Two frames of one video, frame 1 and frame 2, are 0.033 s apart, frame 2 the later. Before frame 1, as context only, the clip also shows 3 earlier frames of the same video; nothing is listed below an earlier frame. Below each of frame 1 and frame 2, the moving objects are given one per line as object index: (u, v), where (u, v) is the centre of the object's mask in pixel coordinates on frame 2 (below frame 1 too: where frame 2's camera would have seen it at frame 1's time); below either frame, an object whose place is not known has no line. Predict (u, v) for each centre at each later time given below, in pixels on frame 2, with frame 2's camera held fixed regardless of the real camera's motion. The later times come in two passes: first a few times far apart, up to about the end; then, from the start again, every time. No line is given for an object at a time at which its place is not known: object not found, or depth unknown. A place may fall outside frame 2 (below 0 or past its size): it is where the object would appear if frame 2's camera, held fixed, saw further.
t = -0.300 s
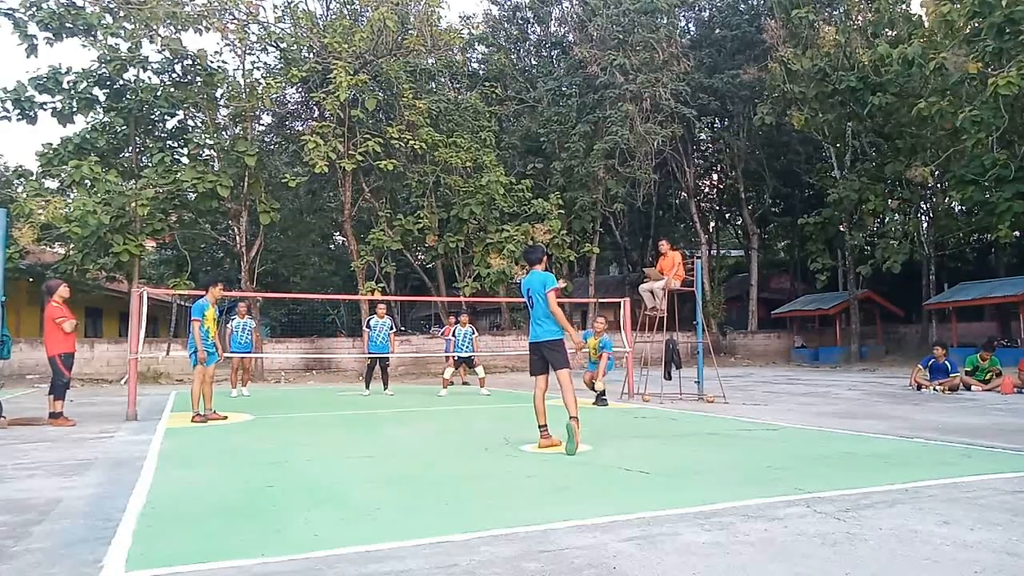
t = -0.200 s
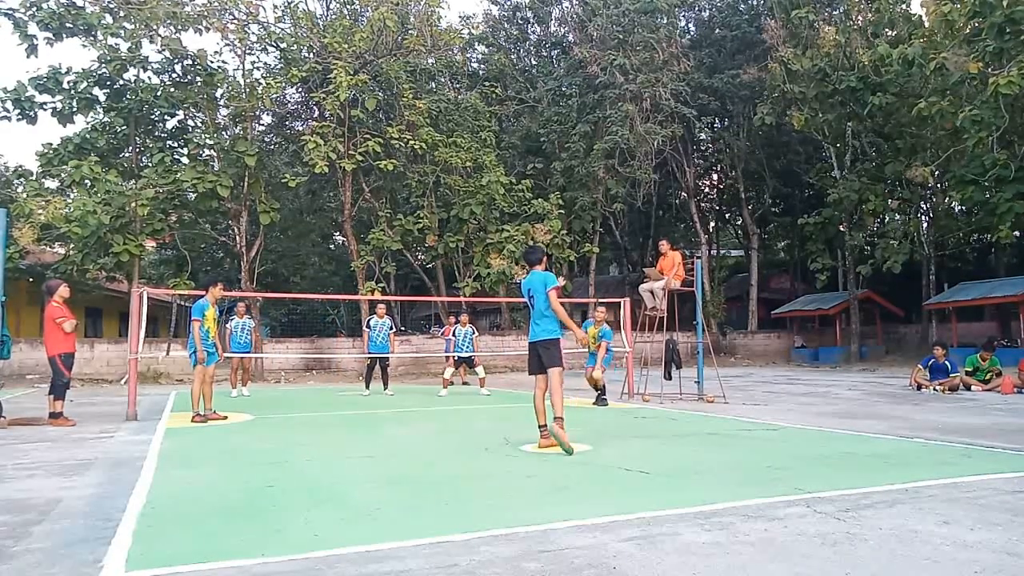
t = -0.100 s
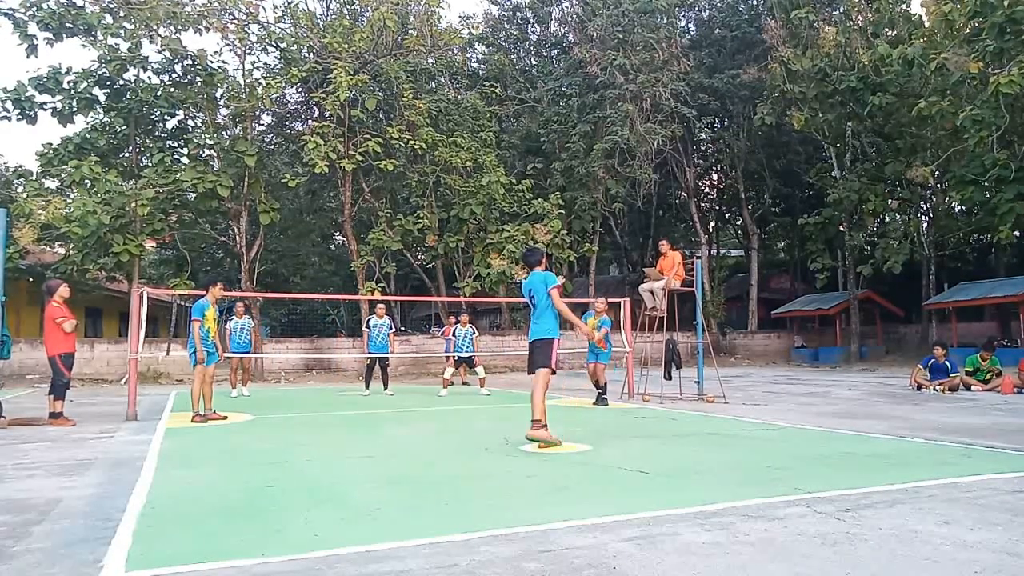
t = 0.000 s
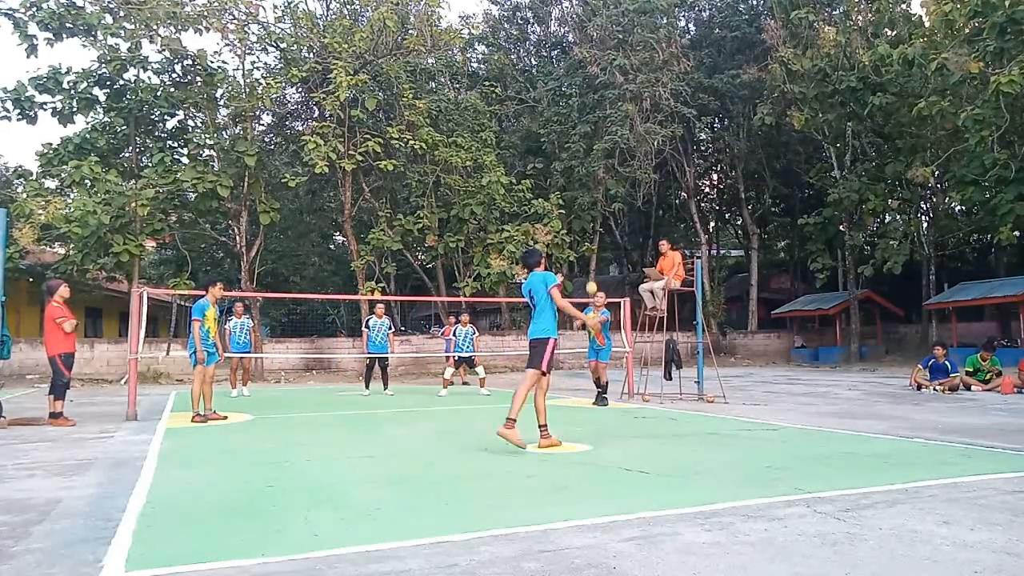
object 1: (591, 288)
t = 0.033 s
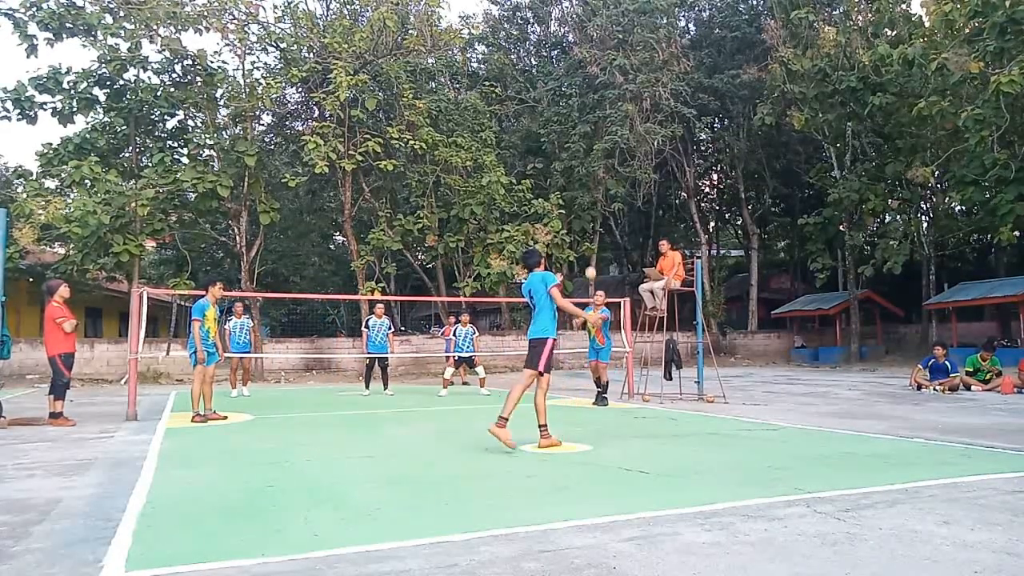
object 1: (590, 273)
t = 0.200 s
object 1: (586, 209)
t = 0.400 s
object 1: (581, 155)
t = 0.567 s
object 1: (578, 133)
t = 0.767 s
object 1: (572, 140)
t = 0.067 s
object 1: (589, 259)
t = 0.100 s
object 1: (588, 245)
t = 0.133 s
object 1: (588, 232)
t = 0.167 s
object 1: (587, 221)
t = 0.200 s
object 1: (586, 209)
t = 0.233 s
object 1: (585, 197)
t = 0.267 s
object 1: (584, 188)
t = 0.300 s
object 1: (584, 179)
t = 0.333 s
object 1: (583, 170)
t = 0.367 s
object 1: (582, 162)
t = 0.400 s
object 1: (581, 155)
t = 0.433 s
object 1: (581, 149)
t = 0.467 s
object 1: (580, 144)
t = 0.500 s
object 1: (579, 139)
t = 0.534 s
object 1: (578, 135)
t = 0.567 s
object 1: (578, 133)
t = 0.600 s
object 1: (577, 132)
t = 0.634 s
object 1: (576, 131)
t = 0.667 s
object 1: (575, 132)
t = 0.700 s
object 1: (574, 133)
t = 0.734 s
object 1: (573, 136)
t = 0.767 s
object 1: (572, 140)
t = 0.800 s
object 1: (571, 146)
